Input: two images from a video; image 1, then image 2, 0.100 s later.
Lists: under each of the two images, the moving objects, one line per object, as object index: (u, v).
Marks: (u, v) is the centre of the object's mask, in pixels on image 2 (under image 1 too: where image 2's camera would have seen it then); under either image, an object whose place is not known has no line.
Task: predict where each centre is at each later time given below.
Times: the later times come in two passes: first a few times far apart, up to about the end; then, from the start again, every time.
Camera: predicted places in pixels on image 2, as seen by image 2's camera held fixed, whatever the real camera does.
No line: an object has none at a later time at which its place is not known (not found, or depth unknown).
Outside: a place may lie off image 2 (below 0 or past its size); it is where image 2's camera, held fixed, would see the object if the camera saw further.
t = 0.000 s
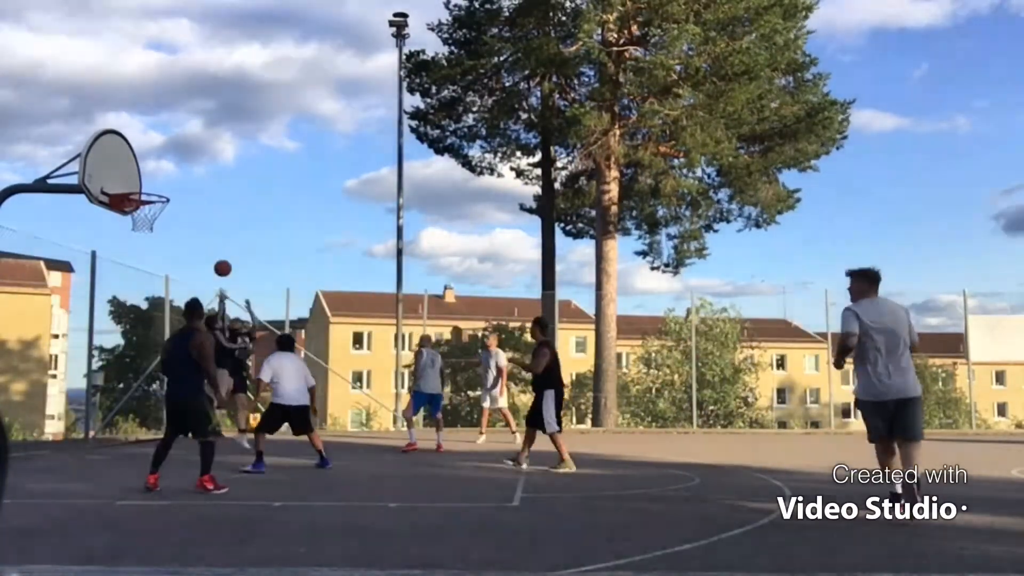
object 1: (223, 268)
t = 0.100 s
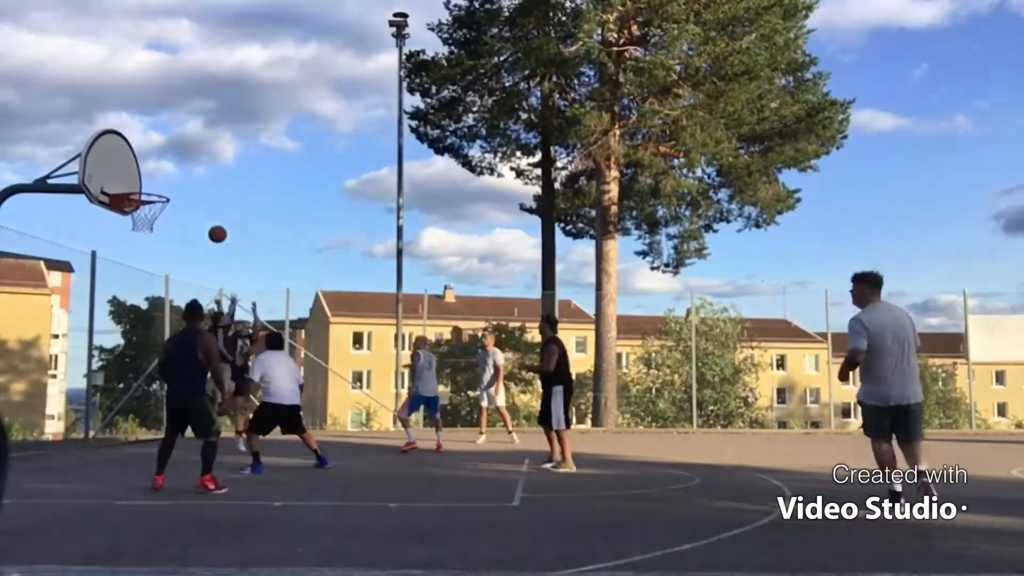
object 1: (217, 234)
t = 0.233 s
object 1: (210, 197)
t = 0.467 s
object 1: (194, 160)
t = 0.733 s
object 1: (170, 165)
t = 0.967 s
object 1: (146, 215)
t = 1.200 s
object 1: (126, 246)
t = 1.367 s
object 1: (110, 297)
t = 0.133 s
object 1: (216, 224)
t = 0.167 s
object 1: (214, 214)
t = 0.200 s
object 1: (212, 205)
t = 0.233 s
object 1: (210, 197)
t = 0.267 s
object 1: (208, 190)
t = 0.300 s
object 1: (205, 183)
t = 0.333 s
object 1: (203, 177)
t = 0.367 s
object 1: (201, 172)
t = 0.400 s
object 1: (199, 167)
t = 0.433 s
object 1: (196, 163)
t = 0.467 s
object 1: (194, 160)
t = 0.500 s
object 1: (191, 158)
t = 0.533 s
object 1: (188, 156)
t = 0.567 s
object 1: (185, 156)
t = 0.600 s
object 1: (182, 156)
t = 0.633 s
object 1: (180, 157)
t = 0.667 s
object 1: (177, 159)
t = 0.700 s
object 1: (173, 162)
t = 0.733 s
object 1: (170, 165)
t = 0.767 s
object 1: (167, 170)
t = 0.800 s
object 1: (164, 176)
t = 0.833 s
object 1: (160, 183)
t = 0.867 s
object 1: (156, 190)
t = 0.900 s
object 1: (153, 199)
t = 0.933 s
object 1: (149, 210)
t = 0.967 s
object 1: (146, 215)
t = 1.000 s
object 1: (144, 218)
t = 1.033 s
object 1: (141, 219)
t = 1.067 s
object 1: (138, 223)
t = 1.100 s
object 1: (135, 227)
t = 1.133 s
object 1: (132, 232)
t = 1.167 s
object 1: (129, 239)
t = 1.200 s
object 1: (126, 246)
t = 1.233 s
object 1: (123, 254)
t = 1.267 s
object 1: (120, 263)
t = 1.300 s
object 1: (116, 274)
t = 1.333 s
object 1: (113, 285)
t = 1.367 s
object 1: (110, 297)
